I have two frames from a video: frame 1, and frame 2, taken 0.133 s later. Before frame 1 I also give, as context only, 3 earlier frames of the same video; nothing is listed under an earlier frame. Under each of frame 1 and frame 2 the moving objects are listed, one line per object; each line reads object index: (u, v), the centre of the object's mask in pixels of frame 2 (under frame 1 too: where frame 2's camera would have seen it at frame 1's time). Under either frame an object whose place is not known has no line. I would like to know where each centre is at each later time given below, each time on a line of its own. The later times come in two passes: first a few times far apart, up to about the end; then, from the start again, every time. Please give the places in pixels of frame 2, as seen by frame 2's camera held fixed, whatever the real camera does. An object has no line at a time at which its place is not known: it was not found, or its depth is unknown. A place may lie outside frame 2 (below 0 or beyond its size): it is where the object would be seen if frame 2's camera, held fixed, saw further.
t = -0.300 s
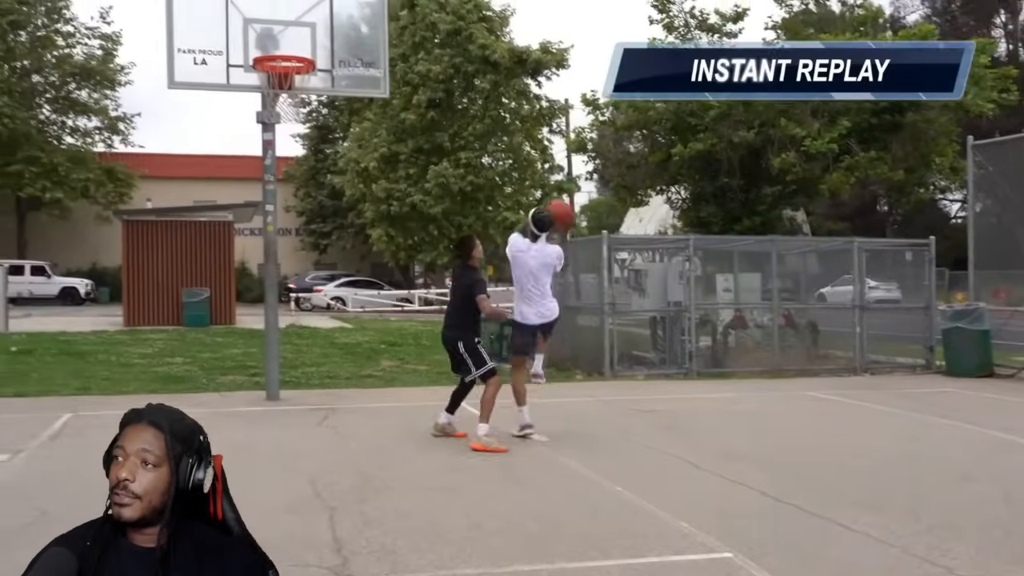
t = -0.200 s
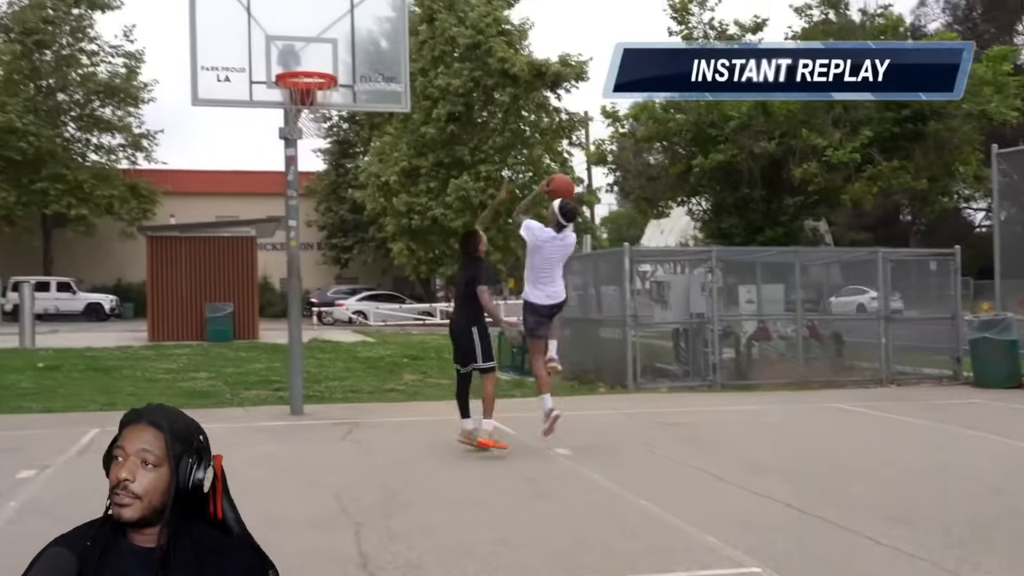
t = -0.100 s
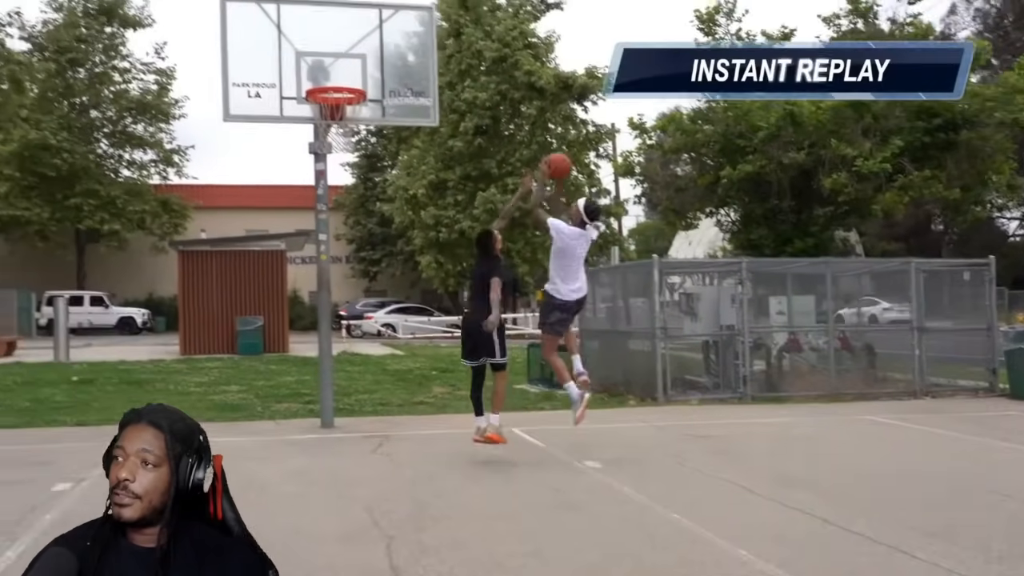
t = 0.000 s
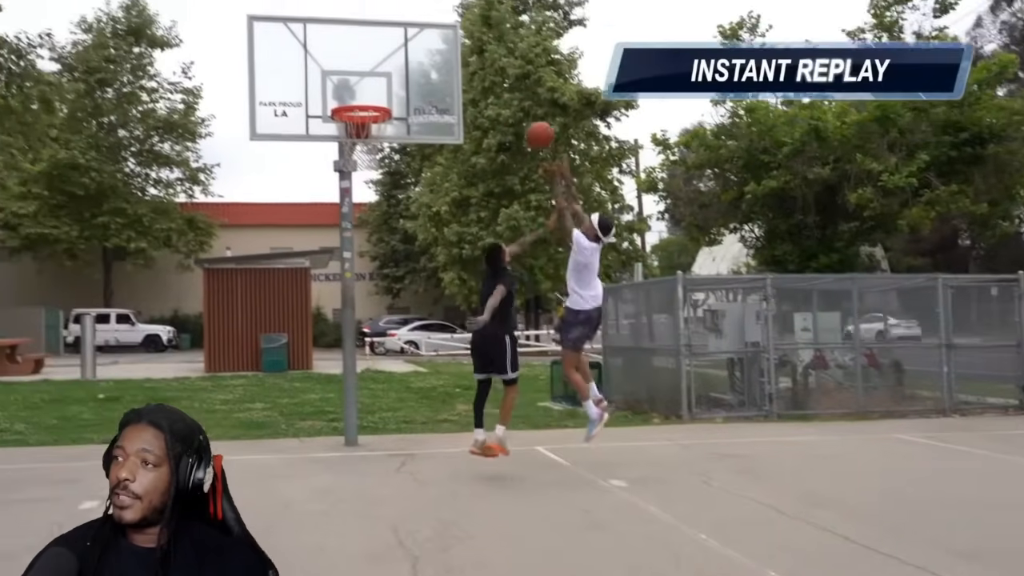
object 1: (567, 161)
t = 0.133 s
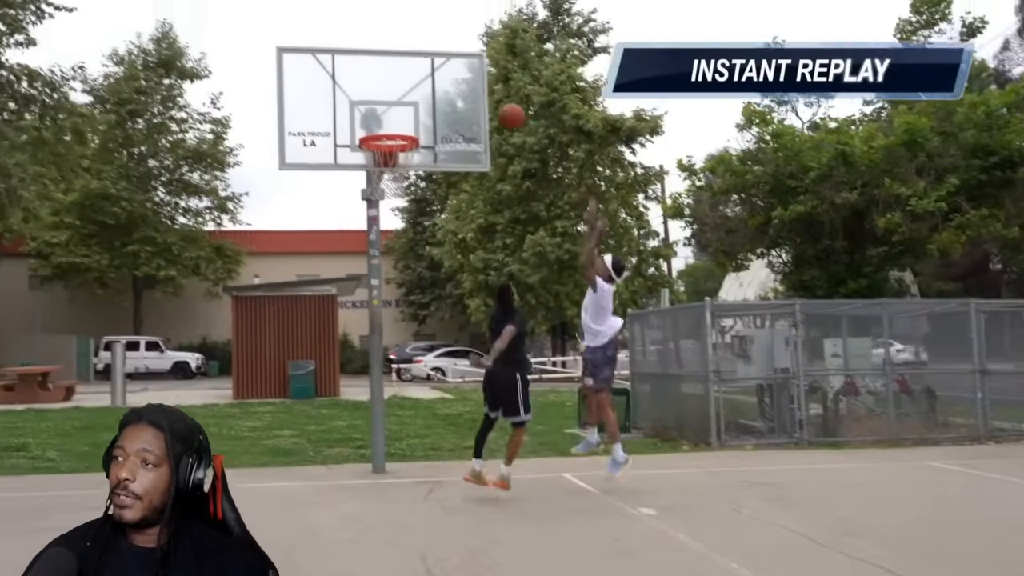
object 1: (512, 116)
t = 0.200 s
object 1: (484, 104)
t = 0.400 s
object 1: (435, 90)
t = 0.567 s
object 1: (406, 111)
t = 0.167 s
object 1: (499, 110)
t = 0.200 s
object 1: (484, 104)
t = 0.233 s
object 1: (472, 98)
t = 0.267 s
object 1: (460, 95)
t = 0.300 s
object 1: (452, 93)
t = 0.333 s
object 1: (447, 91)
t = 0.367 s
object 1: (441, 90)
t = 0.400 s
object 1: (435, 90)
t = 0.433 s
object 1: (430, 92)
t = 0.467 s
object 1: (424, 95)
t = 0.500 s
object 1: (418, 99)
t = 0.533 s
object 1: (412, 104)
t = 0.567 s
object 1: (406, 111)
